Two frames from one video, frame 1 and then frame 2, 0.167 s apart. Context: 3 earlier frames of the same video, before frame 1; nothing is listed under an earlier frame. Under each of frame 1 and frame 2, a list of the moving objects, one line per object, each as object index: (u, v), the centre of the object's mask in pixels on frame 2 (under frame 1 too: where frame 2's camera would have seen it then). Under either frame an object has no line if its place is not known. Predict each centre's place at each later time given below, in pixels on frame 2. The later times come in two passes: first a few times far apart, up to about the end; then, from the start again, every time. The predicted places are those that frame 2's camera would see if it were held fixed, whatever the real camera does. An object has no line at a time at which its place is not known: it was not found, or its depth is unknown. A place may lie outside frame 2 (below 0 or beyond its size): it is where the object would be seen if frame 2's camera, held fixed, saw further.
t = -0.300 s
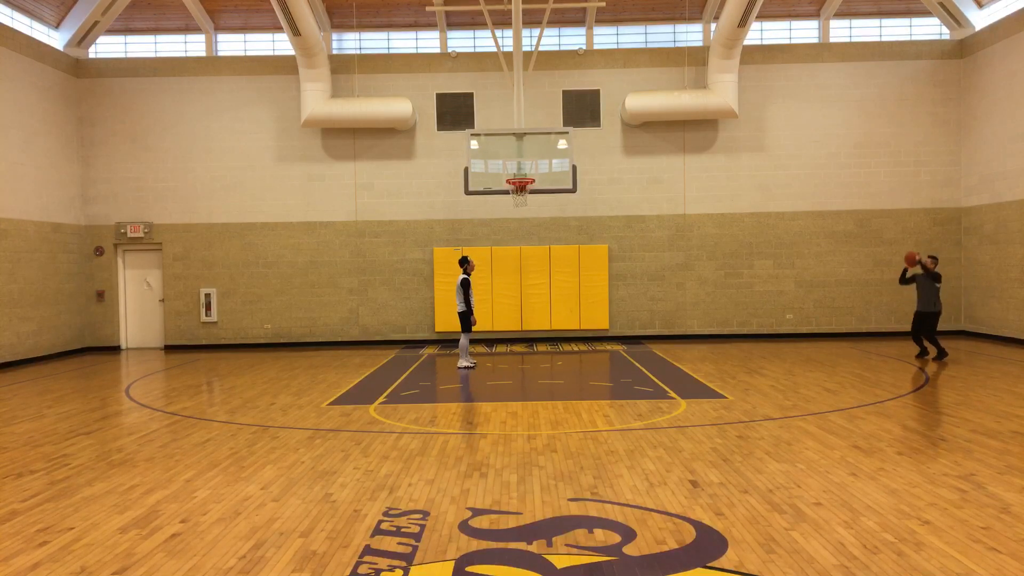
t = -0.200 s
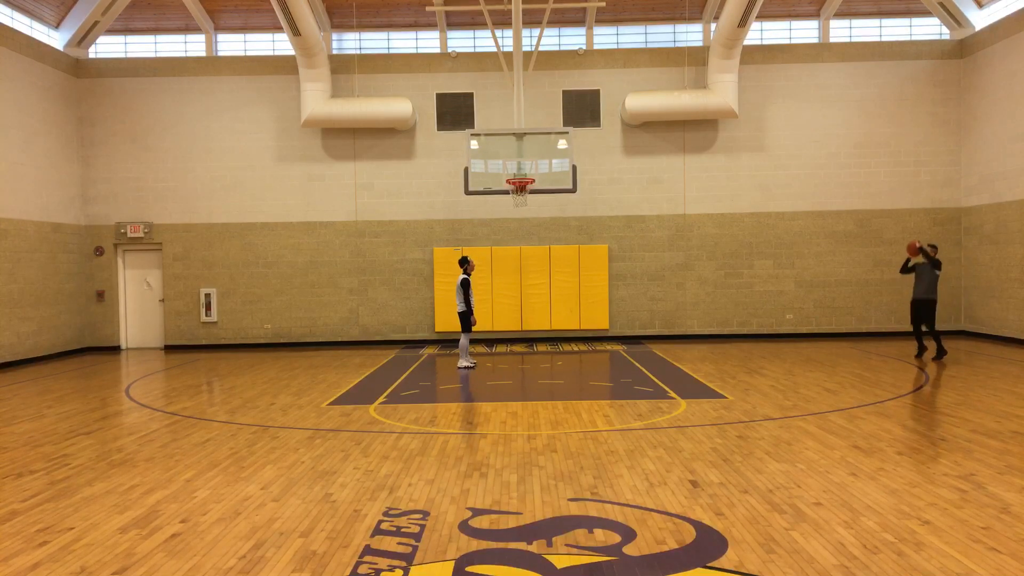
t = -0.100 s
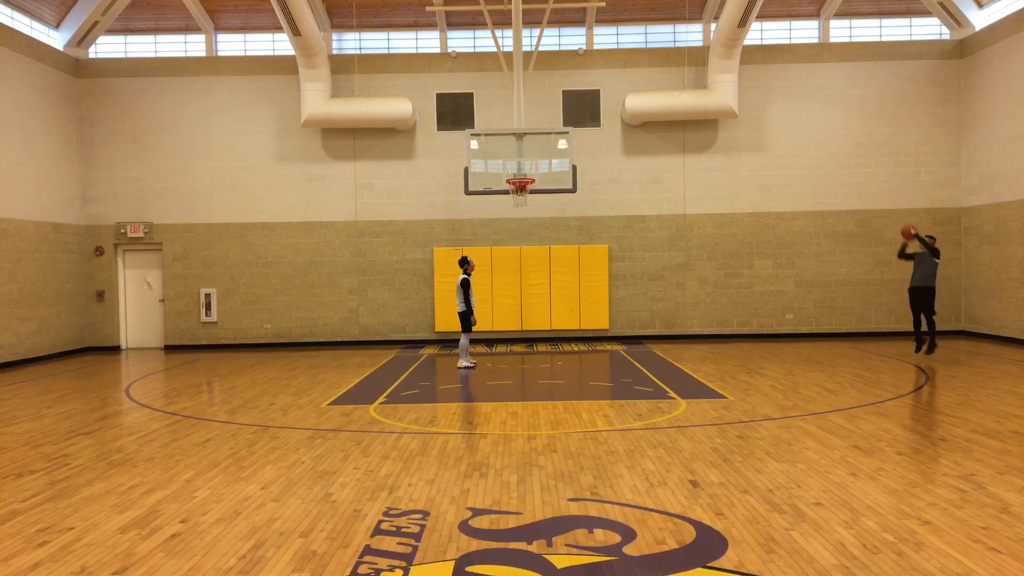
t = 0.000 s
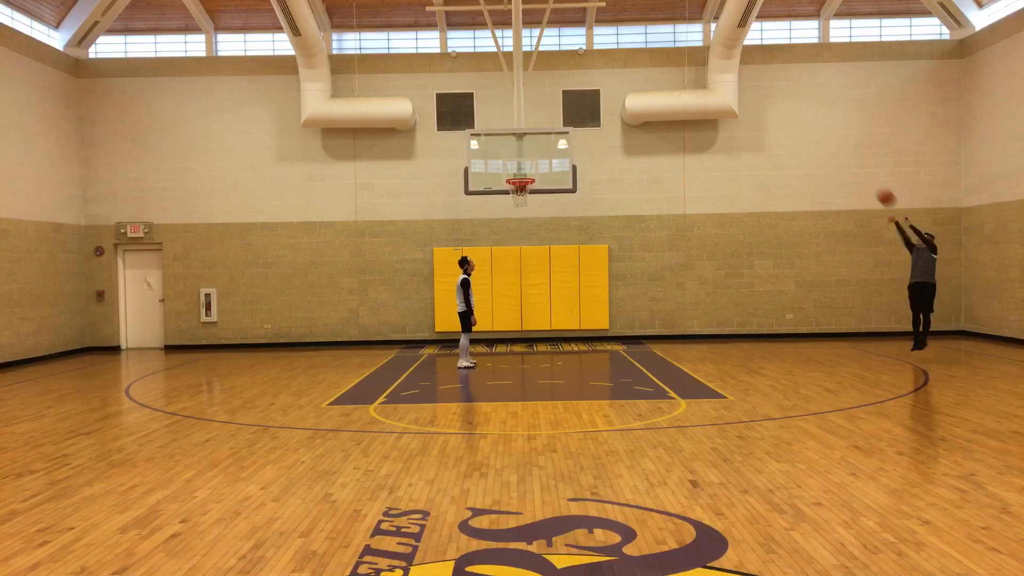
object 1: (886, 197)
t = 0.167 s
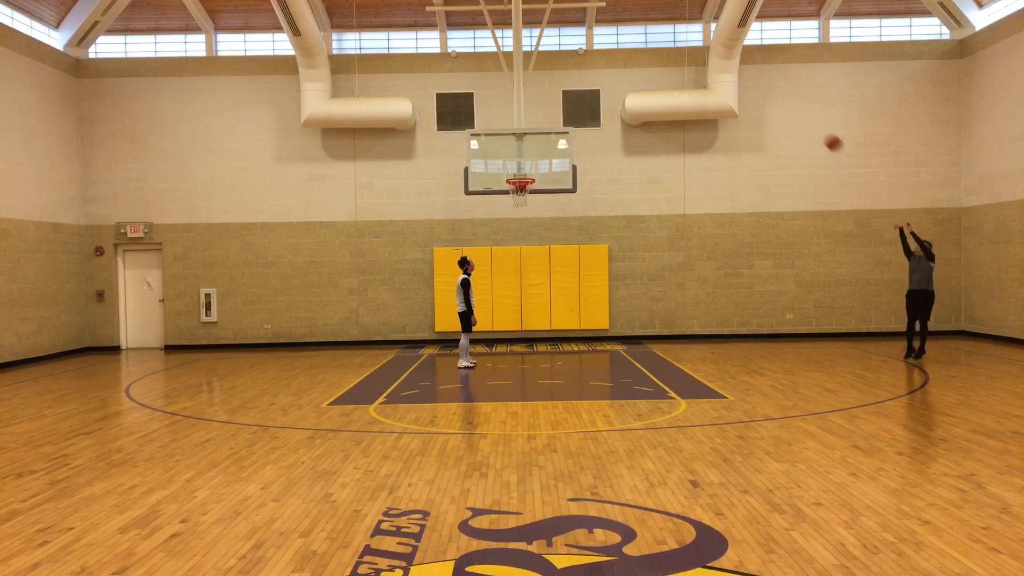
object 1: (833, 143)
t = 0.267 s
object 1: (802, 118)
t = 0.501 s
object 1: (730, 84)
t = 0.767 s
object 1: (652, 85)
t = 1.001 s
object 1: (585, 120)
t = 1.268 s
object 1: (514, 187)
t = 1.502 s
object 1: (509, 196)
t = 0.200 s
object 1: (822, 134)
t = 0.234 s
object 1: (812, 126)
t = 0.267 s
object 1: (802, 118)
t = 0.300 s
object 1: (791, 111)
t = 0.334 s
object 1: (781, 105)
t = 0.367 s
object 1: (771, 99)
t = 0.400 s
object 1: (761, 94)
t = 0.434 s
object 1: (750, 90)
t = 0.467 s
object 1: (741, 87)
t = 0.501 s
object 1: (730, 84)
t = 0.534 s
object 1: (721, 82)
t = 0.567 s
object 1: (710, 80)
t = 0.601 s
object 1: (701, 80)
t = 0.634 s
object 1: (690, 80)
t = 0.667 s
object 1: (681, 80)
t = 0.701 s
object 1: (671, 81)
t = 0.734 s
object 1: (661, 83)
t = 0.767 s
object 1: (652, 85)
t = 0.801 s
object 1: (642, 88)
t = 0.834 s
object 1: (632, 92)
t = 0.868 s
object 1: (622, 97)
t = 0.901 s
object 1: (613, 102)
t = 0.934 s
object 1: (604, 107)
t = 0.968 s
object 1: (594, 113)
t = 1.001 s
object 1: (585, 120)
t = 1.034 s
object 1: (576, 128)
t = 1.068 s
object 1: (567, 136)
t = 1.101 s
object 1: (556, 146)
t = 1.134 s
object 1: (548, 154)
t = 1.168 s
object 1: (539, 163)
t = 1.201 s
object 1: (530, 173)
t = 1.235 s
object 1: (523, 182)
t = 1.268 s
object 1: (514, 187)
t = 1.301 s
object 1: (508, 192)
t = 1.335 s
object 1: (507, 192)
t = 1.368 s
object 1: (507, 192)
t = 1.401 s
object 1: (507, 192)
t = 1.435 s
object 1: (507, 193)
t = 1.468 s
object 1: (508, 194)
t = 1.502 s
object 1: (509, 196)
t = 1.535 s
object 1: (510, 198)
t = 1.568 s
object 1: (511, 202)
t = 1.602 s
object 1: (512, 207)
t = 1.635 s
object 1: (513, 211)
